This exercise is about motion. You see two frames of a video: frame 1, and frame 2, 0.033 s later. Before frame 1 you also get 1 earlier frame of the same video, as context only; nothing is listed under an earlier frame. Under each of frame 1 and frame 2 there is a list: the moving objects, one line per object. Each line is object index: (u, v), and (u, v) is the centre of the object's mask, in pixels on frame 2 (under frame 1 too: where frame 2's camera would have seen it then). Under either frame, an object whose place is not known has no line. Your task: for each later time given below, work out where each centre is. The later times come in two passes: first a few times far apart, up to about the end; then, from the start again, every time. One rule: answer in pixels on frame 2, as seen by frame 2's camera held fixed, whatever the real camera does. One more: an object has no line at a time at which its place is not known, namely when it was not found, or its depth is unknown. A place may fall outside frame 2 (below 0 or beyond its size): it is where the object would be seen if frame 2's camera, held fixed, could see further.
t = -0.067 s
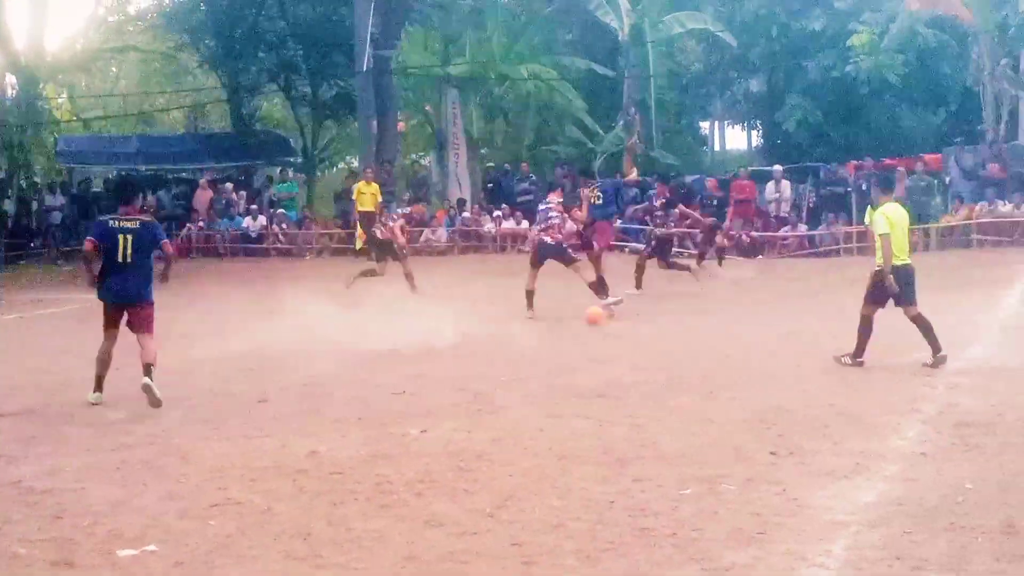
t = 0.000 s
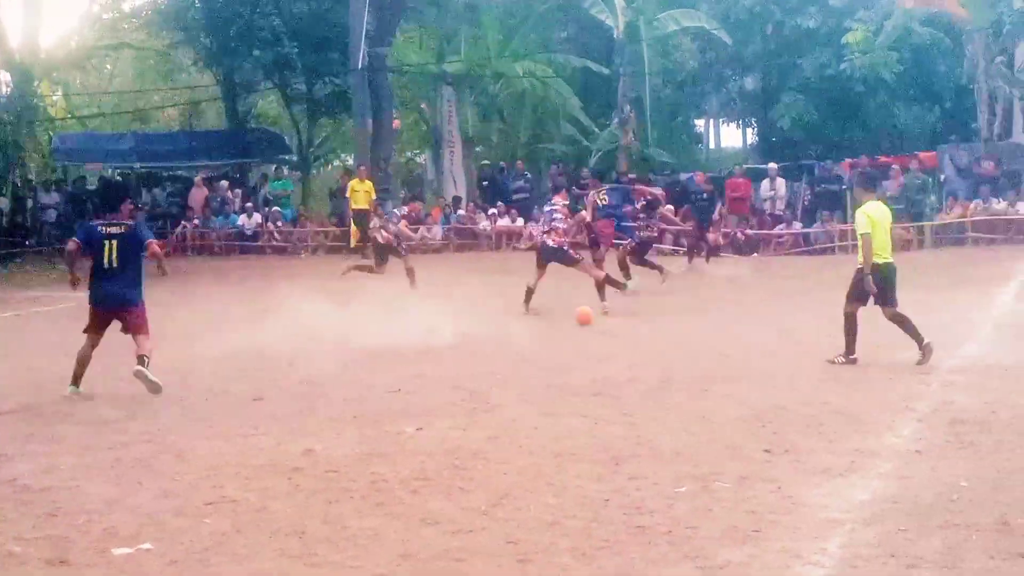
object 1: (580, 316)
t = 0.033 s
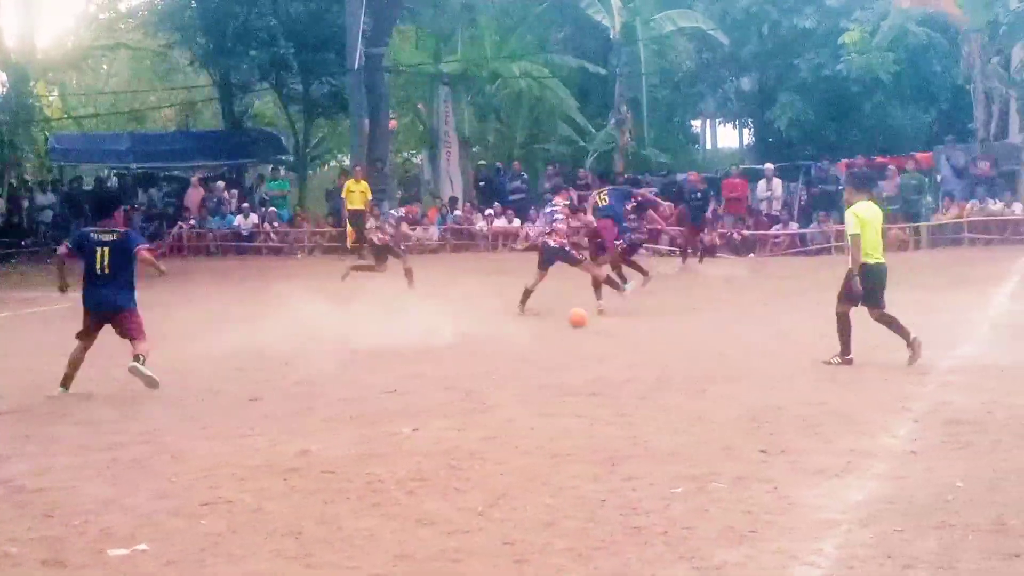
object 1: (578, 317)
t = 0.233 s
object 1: (560, 320)
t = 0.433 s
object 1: (542, 326)
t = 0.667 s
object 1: (520, 339)
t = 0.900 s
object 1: (494, 349)
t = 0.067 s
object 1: (575, 318)
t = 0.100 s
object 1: (572, 319)
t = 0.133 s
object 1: (569, 320)
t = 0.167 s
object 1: (566, 319)
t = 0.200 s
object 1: (563, 319)
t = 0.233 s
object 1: (560, 320)
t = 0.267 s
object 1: (558, 323)
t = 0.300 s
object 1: (554, 327)
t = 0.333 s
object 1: (551, 327)
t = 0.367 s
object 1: (549, 326)
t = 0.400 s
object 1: (545, 325)
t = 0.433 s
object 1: (542, 326)
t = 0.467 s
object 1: (540, 328)
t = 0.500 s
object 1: (537, 331)
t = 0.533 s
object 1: (534, 333)
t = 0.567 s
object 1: (529, 334)
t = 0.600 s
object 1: (526, 336)
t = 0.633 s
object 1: (523, 337)
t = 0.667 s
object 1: (520, 339)
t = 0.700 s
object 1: (516, 340)
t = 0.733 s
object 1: (512, 341)
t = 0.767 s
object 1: (509, 344)
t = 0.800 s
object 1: (505, 345)
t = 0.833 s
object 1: (501, 345)
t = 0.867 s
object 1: (498, 347)
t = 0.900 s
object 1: (494, 349)
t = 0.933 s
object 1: (490, 350)
